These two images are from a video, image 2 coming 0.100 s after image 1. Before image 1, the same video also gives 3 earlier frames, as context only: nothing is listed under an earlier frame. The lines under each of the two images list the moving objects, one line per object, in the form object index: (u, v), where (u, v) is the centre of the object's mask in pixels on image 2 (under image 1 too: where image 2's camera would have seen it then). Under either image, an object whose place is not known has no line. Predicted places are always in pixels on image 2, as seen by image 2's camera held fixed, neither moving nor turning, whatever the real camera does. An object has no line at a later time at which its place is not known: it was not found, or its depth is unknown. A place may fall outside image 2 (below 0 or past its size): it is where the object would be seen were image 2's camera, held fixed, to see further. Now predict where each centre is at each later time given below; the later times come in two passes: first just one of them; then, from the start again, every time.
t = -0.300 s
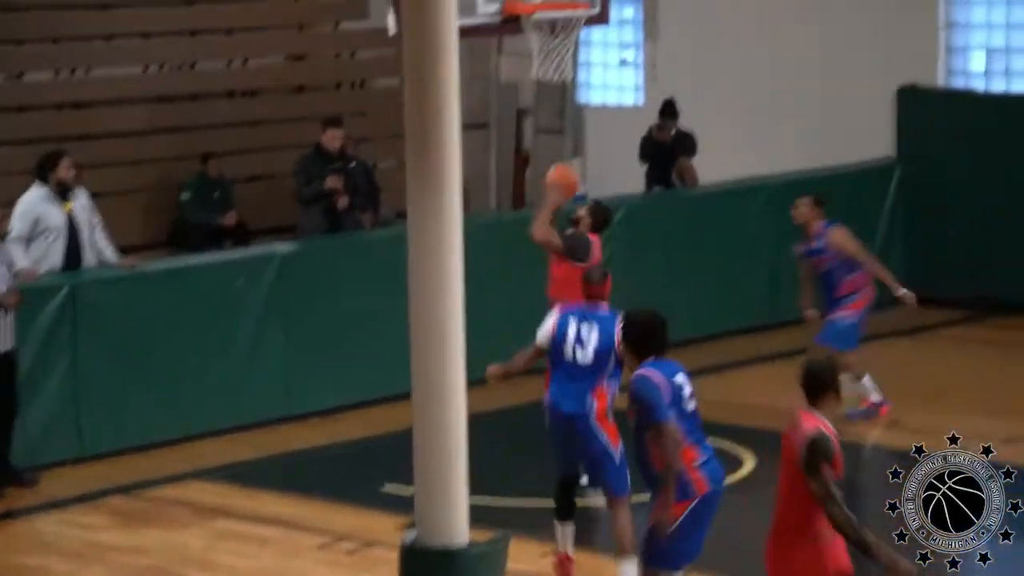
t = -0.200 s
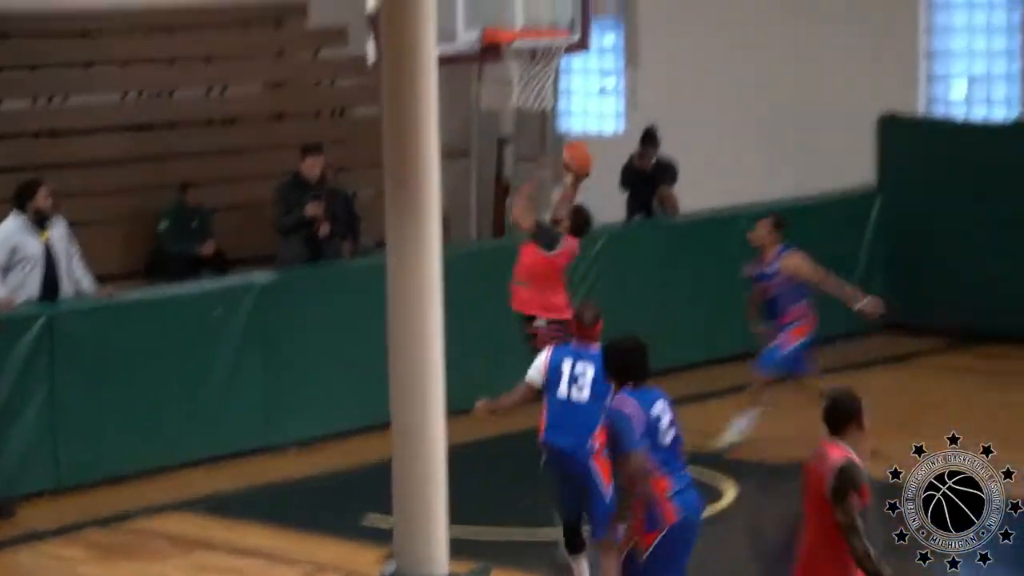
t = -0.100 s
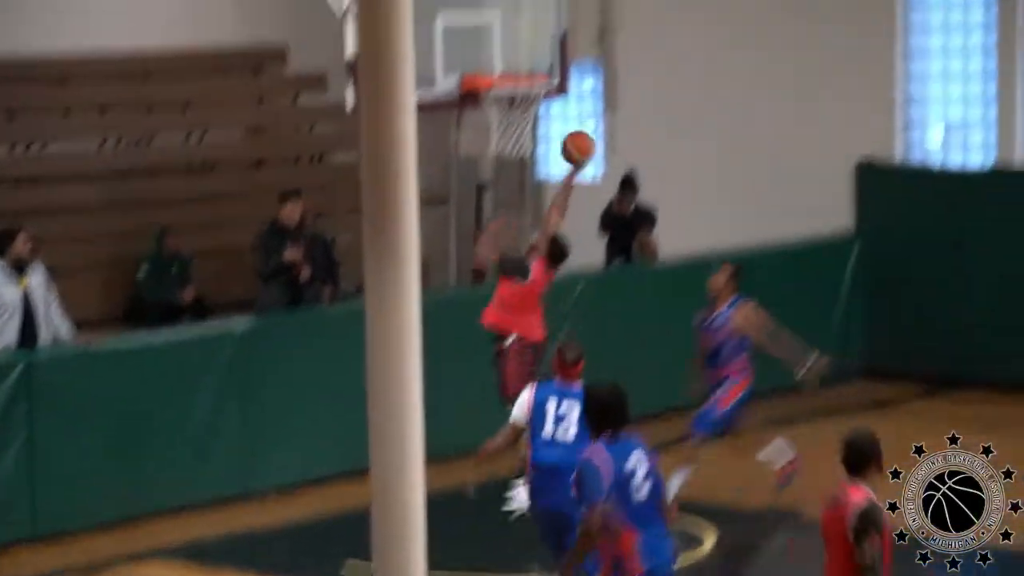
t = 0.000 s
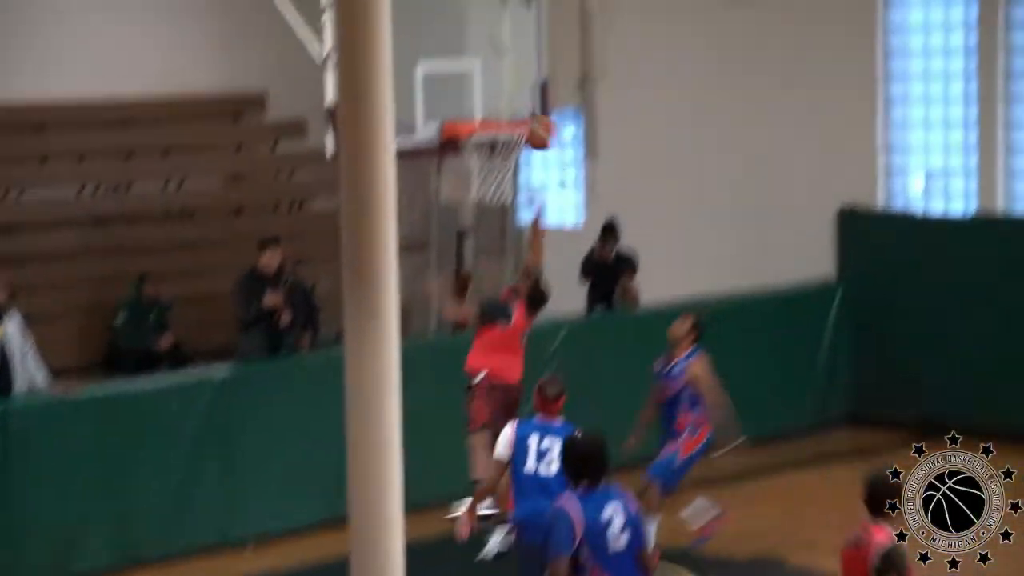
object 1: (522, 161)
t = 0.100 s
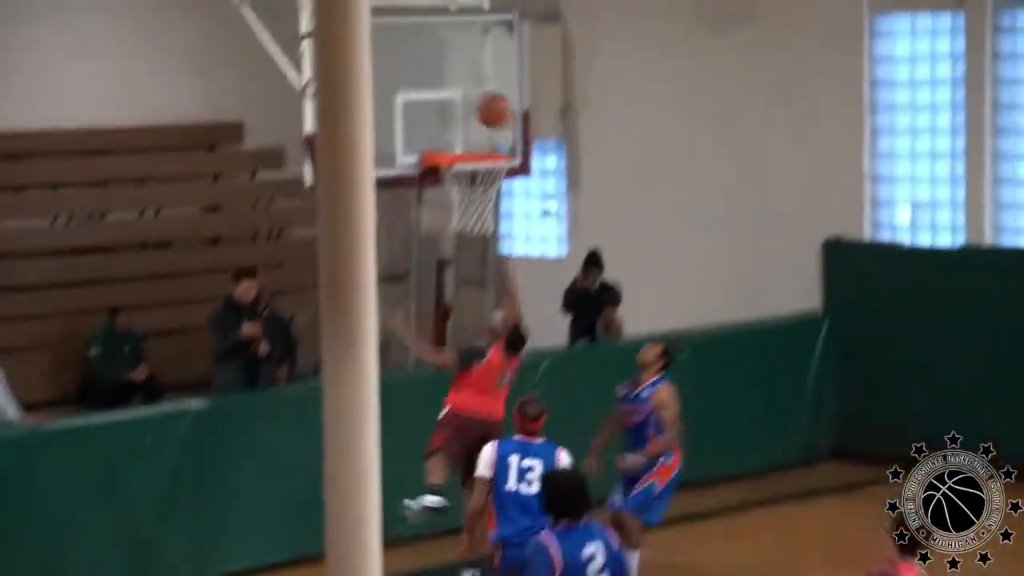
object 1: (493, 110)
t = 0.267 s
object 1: (480, 76)
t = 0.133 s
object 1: (484, 96)
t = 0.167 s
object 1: (478, 87)
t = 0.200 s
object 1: (480, 81)
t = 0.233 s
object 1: (480, 78)
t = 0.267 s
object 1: (480, 76)
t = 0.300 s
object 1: (481, 76)
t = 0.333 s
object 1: (481, 78)
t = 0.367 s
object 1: (482, 81)
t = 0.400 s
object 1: (483, 86)
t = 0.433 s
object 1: (483, 92)
